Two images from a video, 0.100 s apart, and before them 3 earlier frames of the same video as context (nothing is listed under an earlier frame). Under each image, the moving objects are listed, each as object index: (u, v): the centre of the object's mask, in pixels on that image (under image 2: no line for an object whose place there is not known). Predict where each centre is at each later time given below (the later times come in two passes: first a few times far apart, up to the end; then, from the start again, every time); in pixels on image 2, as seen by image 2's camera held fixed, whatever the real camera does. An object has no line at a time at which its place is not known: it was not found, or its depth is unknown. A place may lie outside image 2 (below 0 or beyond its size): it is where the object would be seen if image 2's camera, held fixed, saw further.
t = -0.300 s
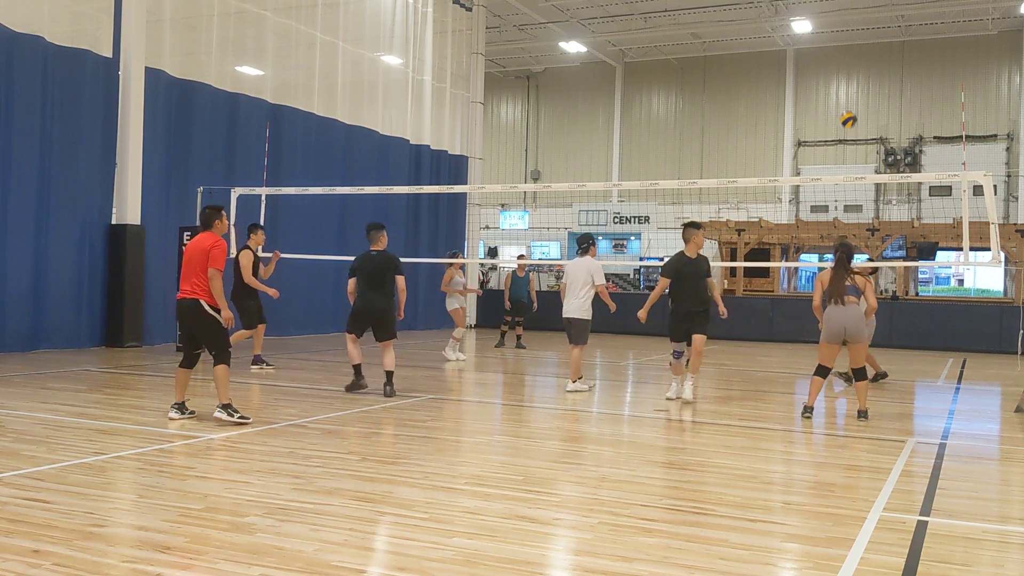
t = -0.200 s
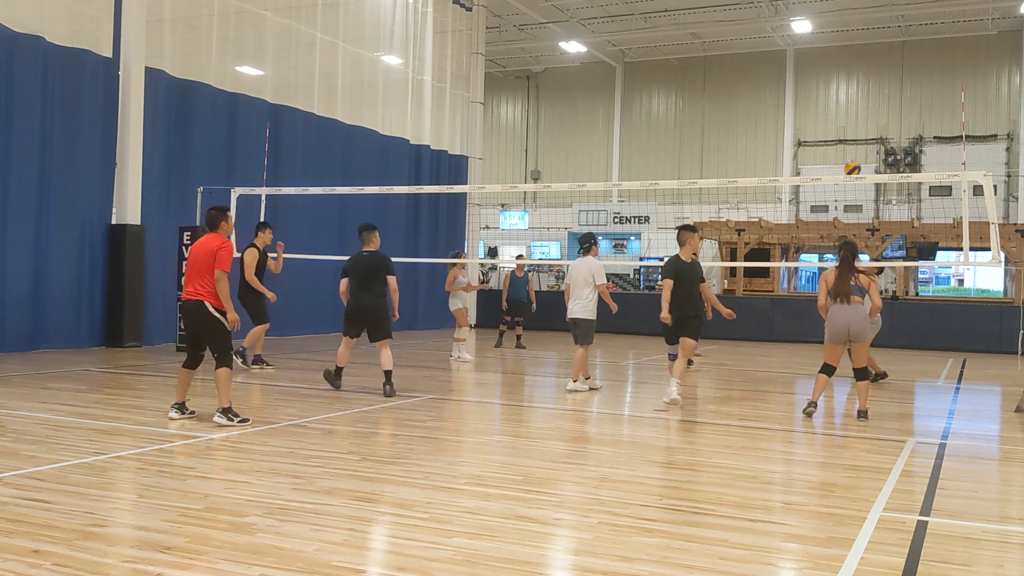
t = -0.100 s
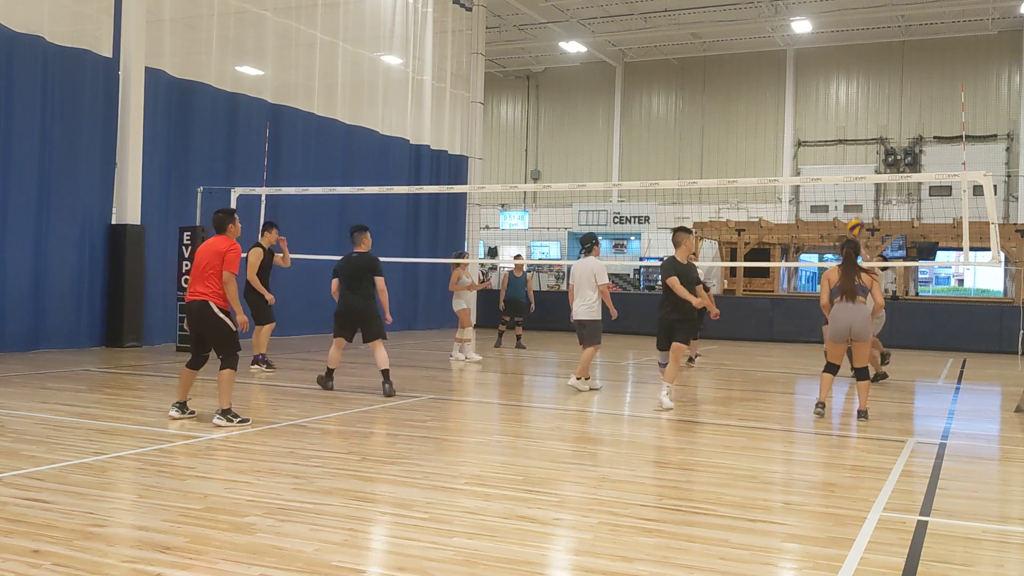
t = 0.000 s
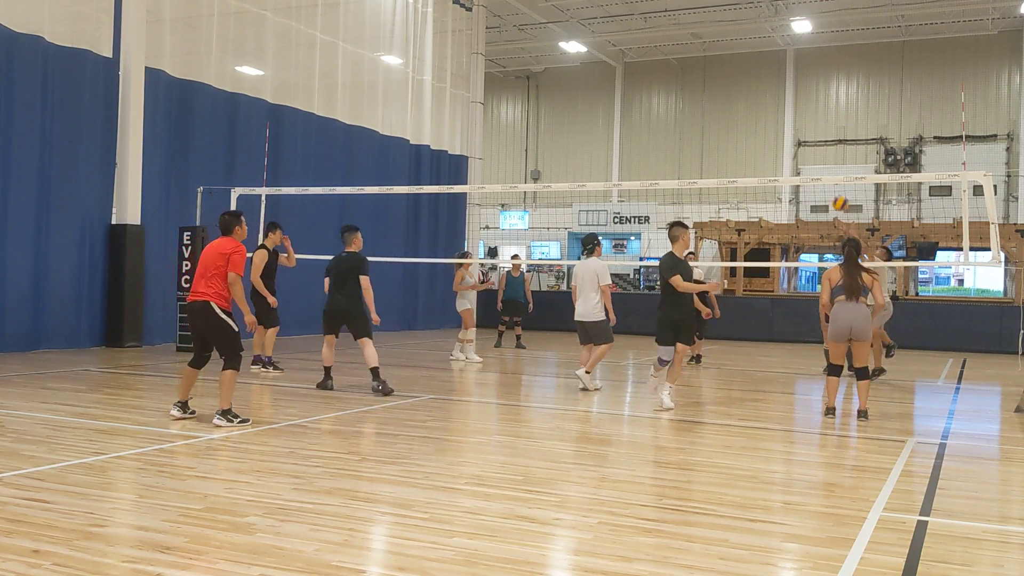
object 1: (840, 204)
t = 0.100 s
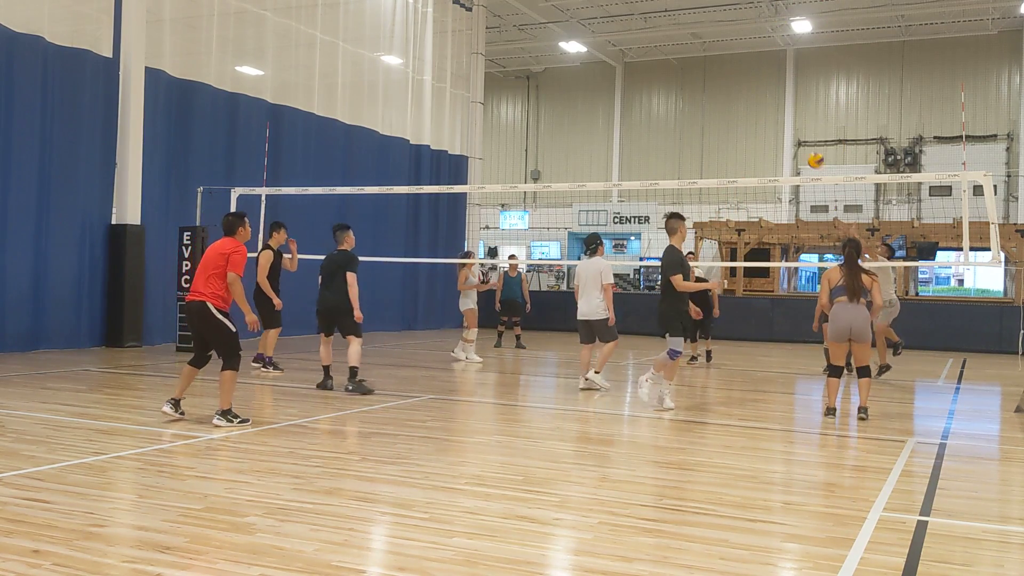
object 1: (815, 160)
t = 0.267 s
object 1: (776, 109)
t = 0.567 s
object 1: (708, 72)
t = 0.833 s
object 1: (650, 93)
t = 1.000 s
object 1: (616, 131)
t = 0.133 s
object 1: (807, 148)
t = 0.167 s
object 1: (800, 137)
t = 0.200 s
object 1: (791, 127)
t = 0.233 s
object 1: (783, 117)
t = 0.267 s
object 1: (776, 109)
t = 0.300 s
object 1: (768, 101)
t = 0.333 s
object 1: (760, 94)
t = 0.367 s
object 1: (753, 89)
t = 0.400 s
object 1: (745, 84)
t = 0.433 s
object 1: (738, 80)
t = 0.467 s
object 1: (730, 77)
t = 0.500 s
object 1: (723, 75)
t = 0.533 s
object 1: (715, 73)
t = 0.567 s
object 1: (708, 72)
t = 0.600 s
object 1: (701, 72)
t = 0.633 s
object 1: (694, 72)
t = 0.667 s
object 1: (686, 74)
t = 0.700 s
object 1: (679, 77)
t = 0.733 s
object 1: (672, 80)
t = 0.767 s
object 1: (665, 84)
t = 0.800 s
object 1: (658, 88)
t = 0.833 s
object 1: (650, 93)
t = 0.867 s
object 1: (644, 100)
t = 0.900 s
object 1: (637, 106)
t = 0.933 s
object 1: (630, 114)
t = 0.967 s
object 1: (624, 122)
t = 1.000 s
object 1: (616, 131)
